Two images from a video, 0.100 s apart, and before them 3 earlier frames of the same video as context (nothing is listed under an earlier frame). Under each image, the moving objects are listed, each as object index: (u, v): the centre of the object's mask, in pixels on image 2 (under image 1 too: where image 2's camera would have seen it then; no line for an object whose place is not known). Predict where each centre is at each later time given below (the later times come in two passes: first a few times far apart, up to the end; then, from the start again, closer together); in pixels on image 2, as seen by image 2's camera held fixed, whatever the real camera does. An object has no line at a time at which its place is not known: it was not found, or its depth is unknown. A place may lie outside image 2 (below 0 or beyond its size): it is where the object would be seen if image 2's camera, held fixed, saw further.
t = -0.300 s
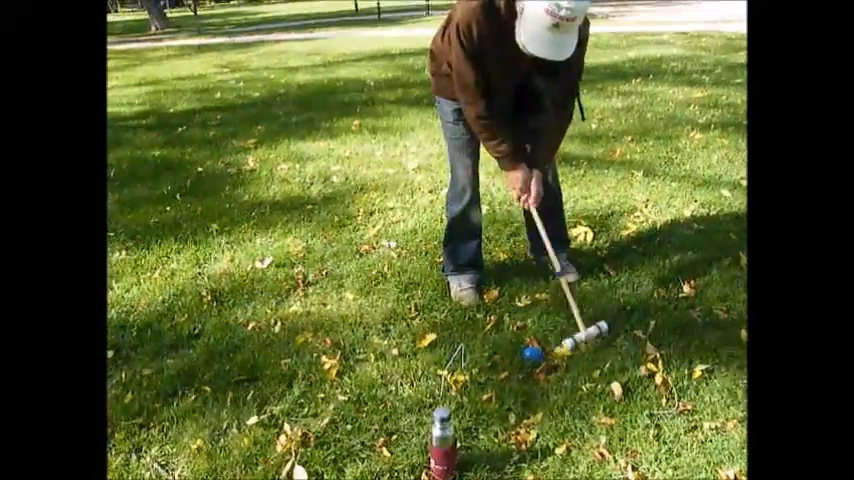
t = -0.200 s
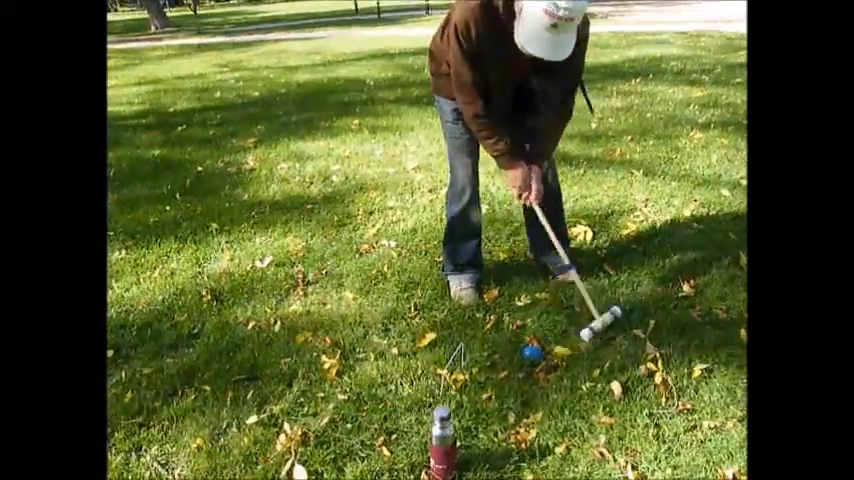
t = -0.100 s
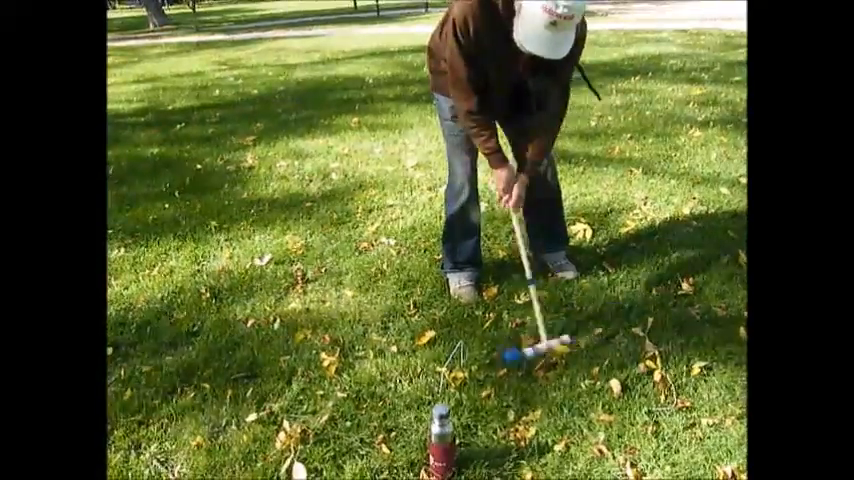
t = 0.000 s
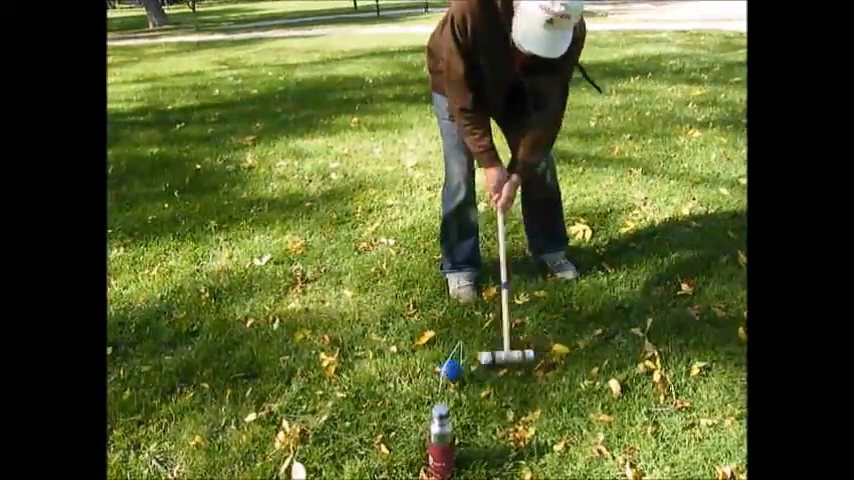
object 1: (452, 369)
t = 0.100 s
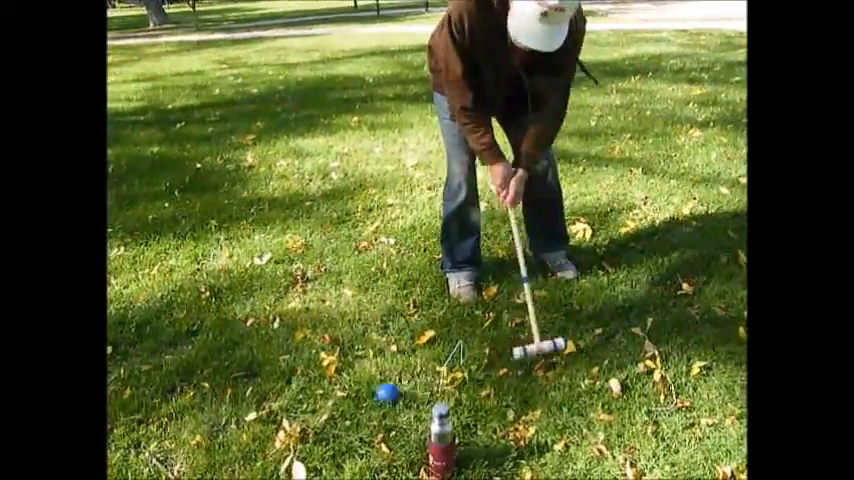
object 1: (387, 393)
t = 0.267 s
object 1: (291, 419)
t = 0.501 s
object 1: (180, 441)
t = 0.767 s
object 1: (116, 454)
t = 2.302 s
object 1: (105, 447)
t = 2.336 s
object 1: (107, 446)
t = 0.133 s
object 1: (366, 396)
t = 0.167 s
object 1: (347, 402)
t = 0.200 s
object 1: (329, 408)
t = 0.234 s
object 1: (309, 414)
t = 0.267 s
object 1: (291, 419)
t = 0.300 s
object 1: (270, 423)
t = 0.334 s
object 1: (256, 426)
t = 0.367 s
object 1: (238, 429)
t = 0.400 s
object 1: (222, 434)
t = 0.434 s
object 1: (209, 437)
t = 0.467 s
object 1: (194, 439)
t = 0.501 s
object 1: (180, 441)
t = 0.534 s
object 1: (168, 444)
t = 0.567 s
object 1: (156, 449)
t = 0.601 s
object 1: (145, 452)
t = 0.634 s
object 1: (134, 452)
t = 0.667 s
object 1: (126, 452)
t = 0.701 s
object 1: (122, 451)
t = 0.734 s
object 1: (119, 453)
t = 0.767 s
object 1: (116, 454)
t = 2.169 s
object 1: (107, 449)
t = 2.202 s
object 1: (105, 448)
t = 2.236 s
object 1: (104, 448)
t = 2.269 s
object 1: (104, 447)
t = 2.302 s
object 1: (105, 447)
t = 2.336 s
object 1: (107, 446)
